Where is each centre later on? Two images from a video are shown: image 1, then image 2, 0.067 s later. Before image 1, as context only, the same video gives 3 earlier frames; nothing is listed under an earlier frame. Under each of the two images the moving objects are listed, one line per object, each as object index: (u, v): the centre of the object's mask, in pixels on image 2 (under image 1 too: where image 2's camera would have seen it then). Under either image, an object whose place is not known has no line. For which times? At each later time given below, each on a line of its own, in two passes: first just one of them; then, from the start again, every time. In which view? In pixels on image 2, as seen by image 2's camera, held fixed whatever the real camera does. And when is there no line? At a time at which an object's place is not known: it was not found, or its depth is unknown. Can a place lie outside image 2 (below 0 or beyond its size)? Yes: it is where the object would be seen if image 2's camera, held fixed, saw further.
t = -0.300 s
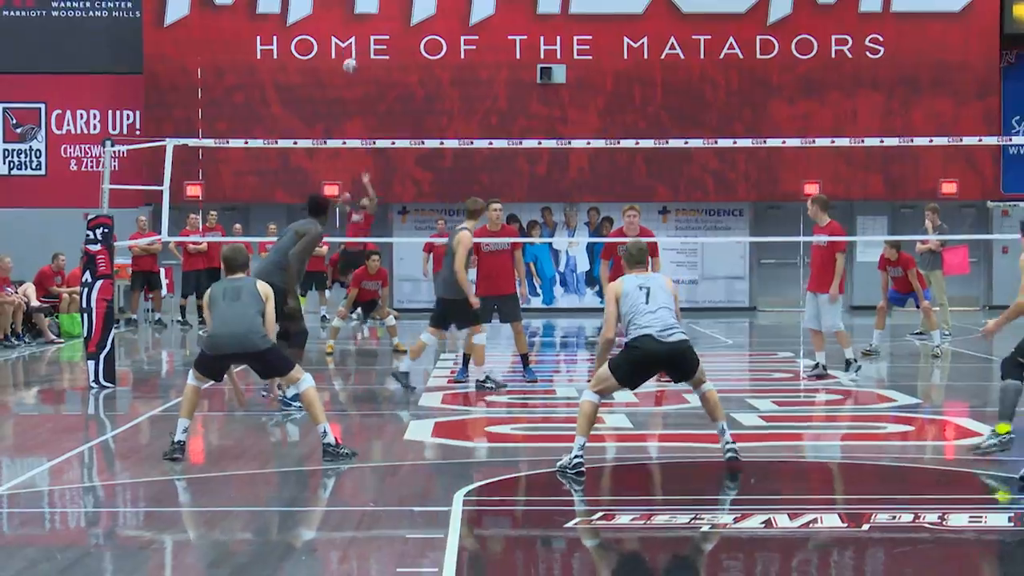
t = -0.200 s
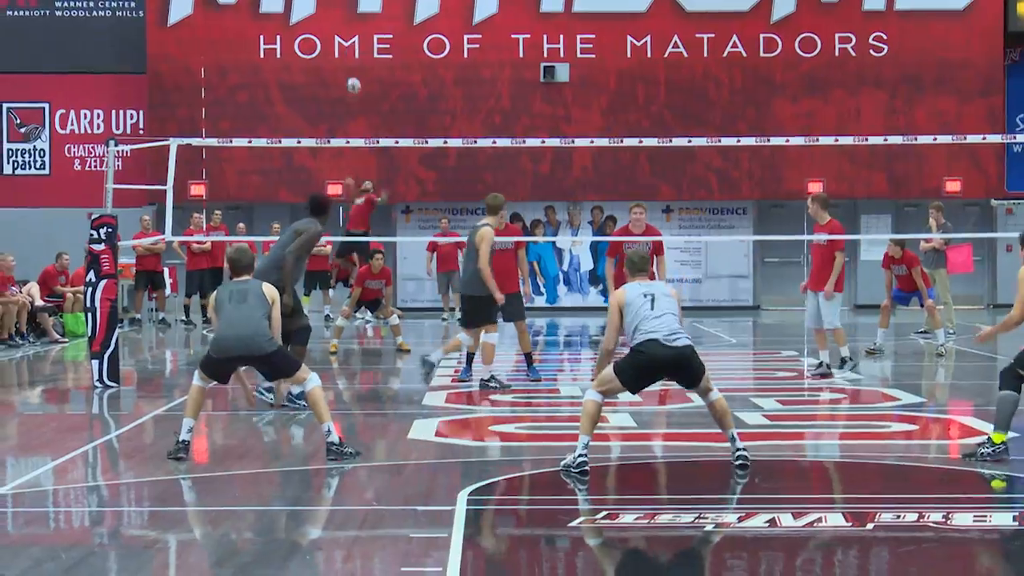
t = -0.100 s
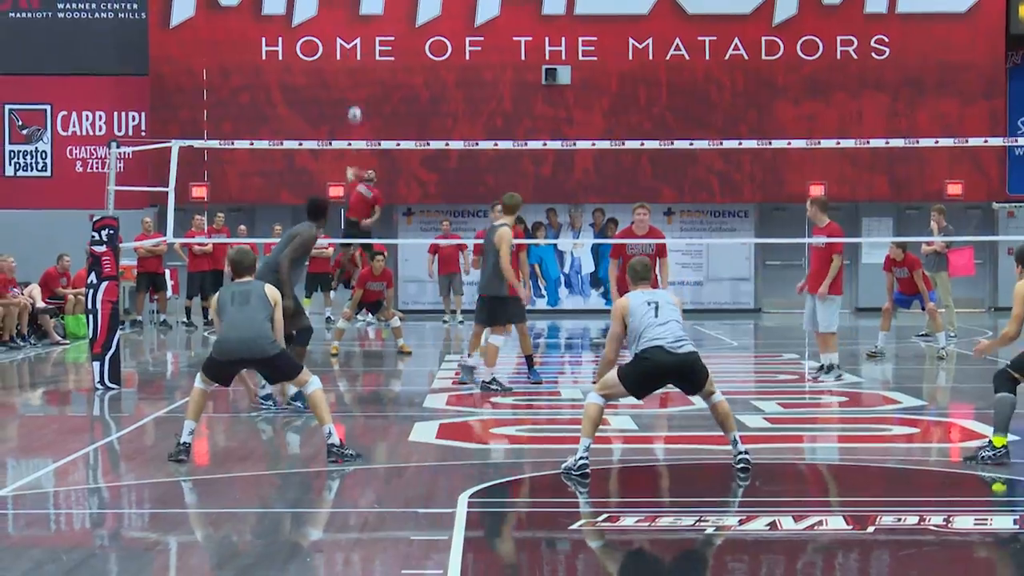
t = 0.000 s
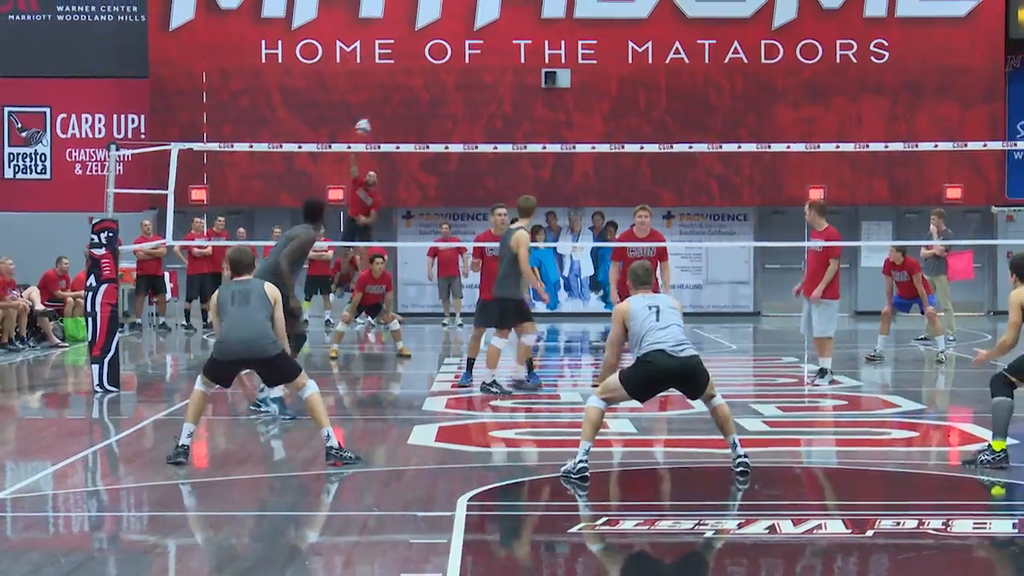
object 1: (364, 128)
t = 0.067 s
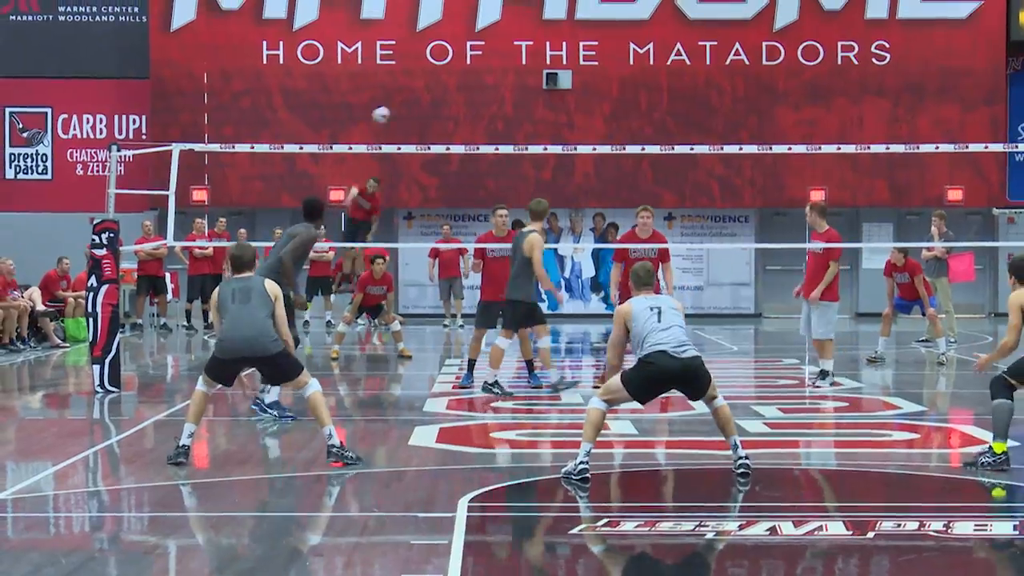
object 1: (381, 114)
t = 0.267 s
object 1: (461, 115)
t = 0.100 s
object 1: (391, 111)
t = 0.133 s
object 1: (402, 108)
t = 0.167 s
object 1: (415, 107)
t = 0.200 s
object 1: (428, 108)
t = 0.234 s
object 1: (443, 110)
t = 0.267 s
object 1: (461, 115)
